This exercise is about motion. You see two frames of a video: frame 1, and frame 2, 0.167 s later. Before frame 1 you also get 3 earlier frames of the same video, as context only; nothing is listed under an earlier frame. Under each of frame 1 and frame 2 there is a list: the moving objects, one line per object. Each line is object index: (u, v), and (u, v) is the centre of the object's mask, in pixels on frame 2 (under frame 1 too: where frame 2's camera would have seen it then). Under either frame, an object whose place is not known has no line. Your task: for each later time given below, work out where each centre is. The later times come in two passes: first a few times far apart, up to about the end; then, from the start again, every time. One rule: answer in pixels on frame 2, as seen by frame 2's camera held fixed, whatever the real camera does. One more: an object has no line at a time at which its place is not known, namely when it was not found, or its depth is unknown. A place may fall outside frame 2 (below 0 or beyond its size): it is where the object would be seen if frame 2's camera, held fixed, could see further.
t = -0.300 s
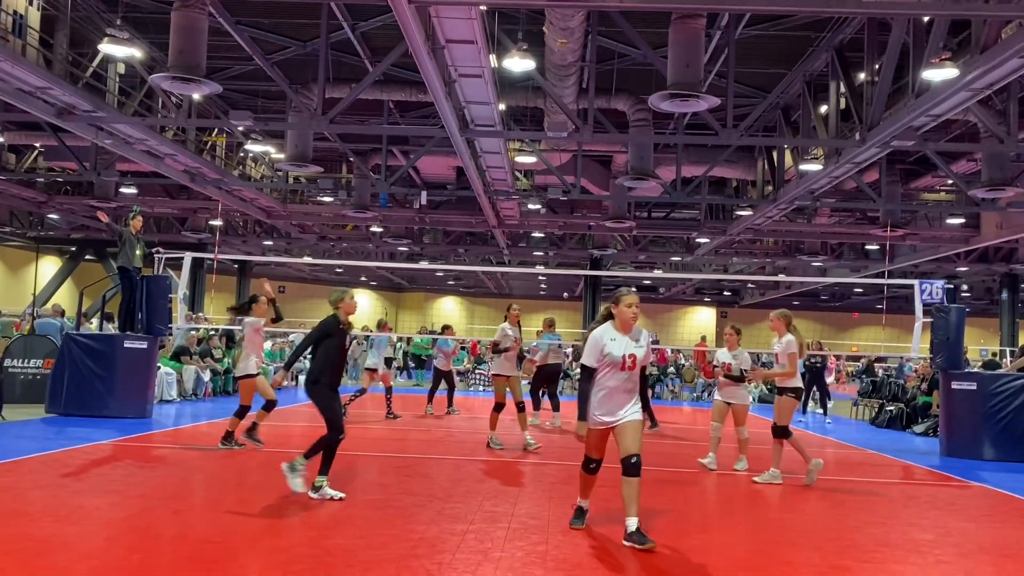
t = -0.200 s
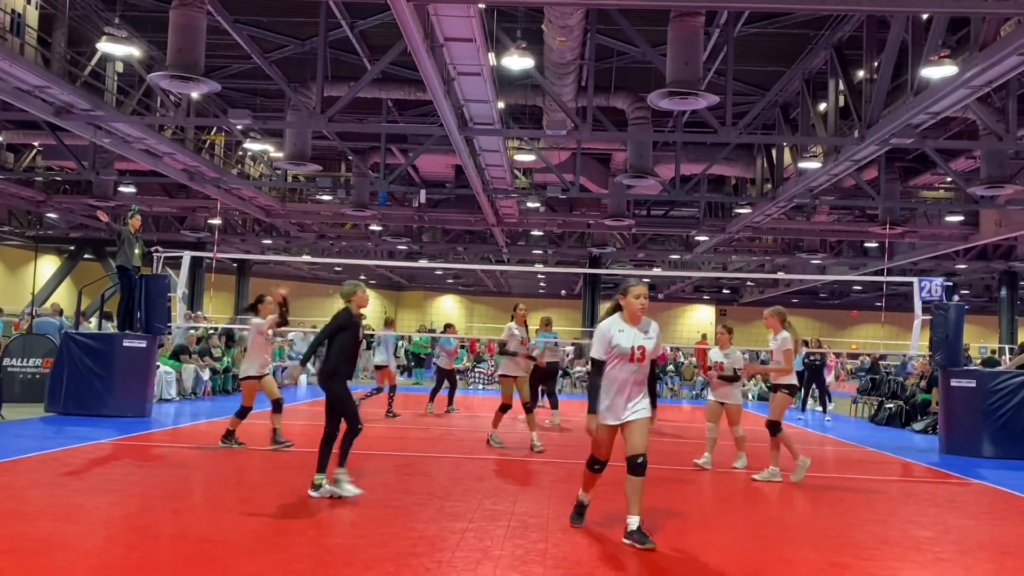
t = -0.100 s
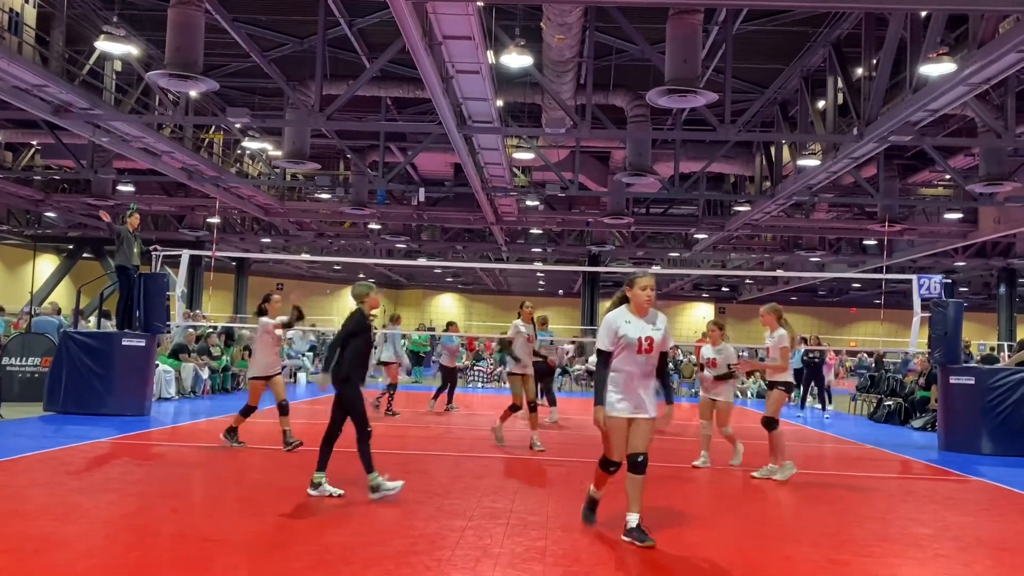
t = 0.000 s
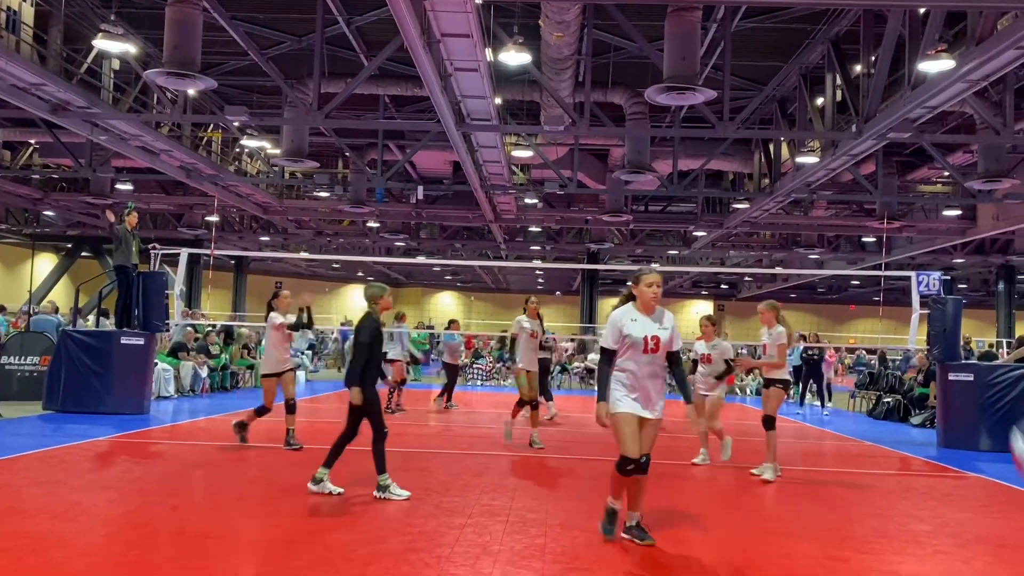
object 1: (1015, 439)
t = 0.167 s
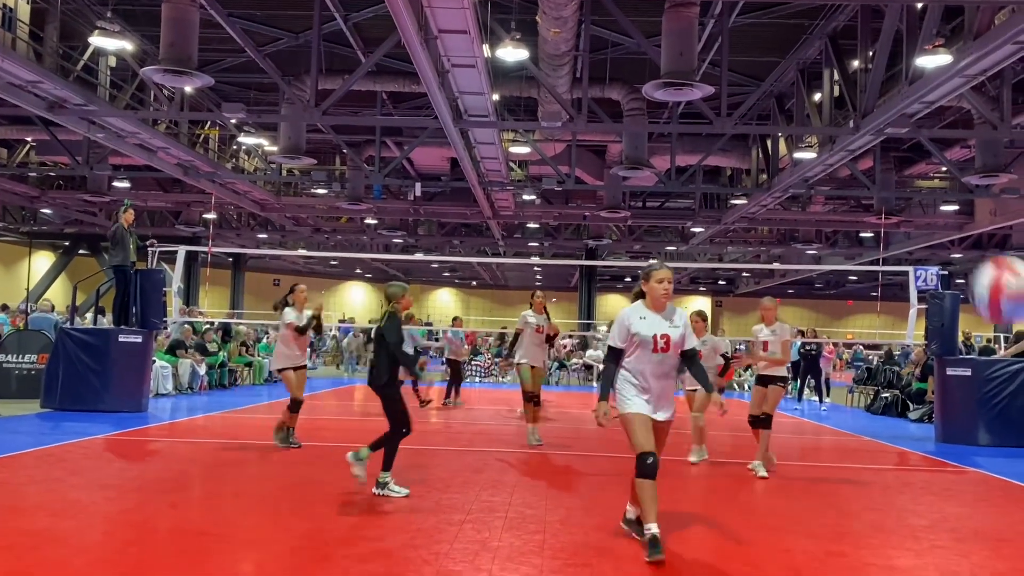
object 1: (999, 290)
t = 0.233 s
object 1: (989, 256)
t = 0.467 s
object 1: (938, 233)
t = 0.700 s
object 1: (892, 356)
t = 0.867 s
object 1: (866, 519)
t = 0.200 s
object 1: (995, 272)
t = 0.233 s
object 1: (989, 256)
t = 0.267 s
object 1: (982, 243)
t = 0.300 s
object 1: (974, 234)
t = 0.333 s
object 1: (967, 228)
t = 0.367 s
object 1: (959, 224)
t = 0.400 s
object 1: (952, 225)
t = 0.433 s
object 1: (945, 227)
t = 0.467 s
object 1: (938, 233)
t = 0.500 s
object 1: (931, 241)
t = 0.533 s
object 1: (924, 253)
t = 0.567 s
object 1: (917, 269)
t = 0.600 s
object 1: (910, 286)
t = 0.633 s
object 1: (904, 304)
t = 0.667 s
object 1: (898, 329)
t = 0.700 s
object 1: (892, 356)
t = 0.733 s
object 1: (886, 383)
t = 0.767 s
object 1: (880, 410)
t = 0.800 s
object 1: (875, 444)
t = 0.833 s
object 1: (870, 481)
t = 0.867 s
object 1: (866, 519)
